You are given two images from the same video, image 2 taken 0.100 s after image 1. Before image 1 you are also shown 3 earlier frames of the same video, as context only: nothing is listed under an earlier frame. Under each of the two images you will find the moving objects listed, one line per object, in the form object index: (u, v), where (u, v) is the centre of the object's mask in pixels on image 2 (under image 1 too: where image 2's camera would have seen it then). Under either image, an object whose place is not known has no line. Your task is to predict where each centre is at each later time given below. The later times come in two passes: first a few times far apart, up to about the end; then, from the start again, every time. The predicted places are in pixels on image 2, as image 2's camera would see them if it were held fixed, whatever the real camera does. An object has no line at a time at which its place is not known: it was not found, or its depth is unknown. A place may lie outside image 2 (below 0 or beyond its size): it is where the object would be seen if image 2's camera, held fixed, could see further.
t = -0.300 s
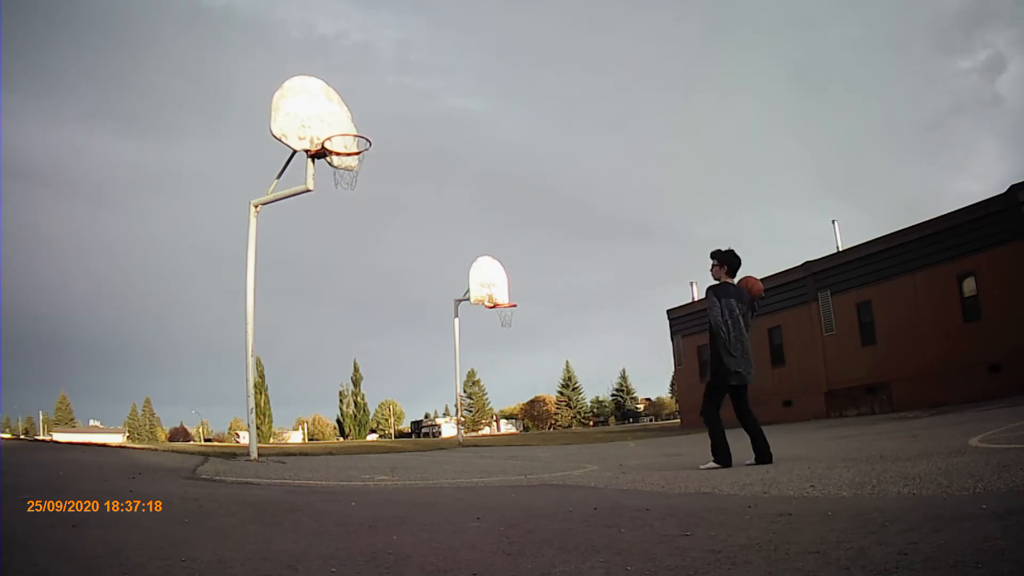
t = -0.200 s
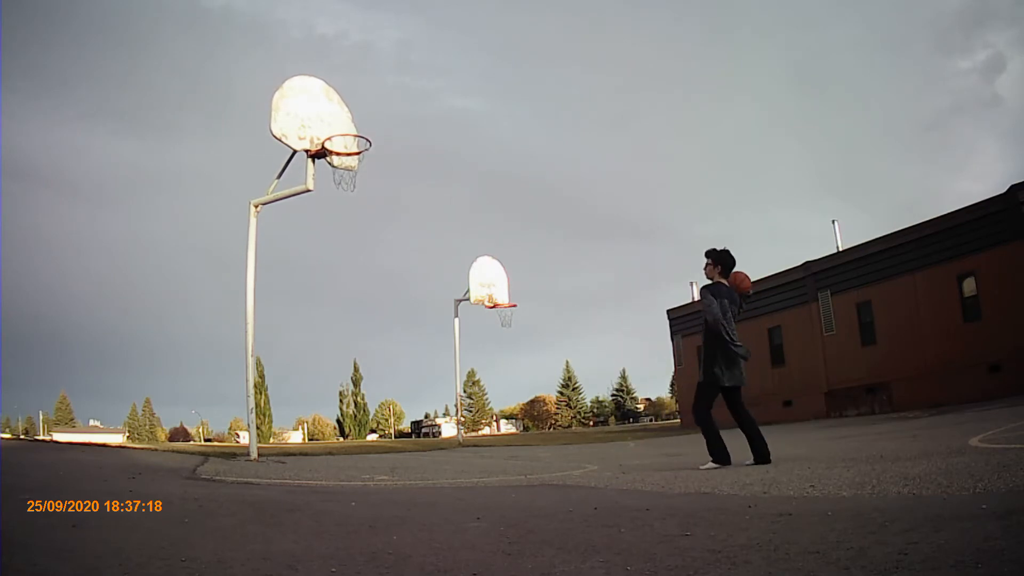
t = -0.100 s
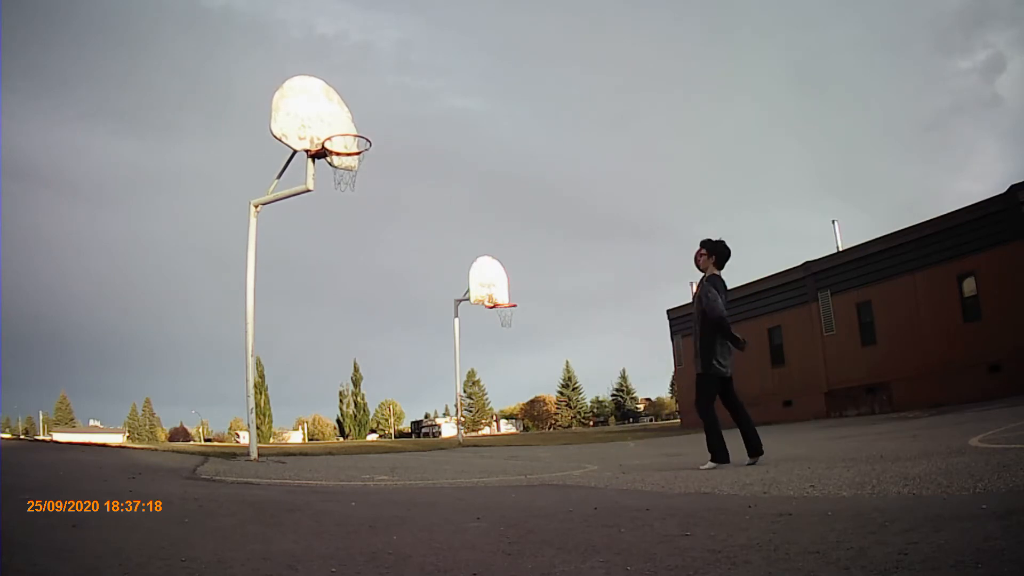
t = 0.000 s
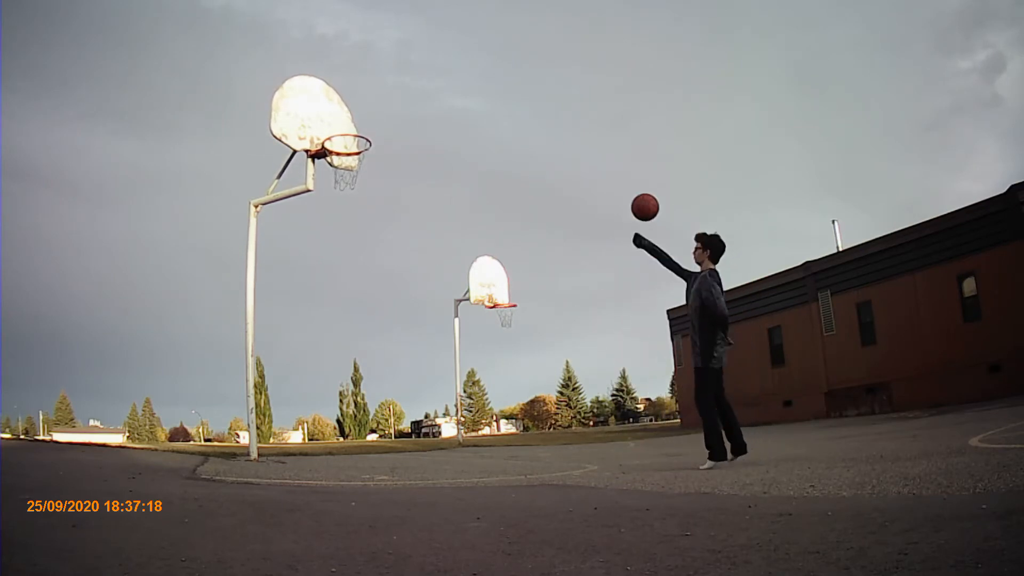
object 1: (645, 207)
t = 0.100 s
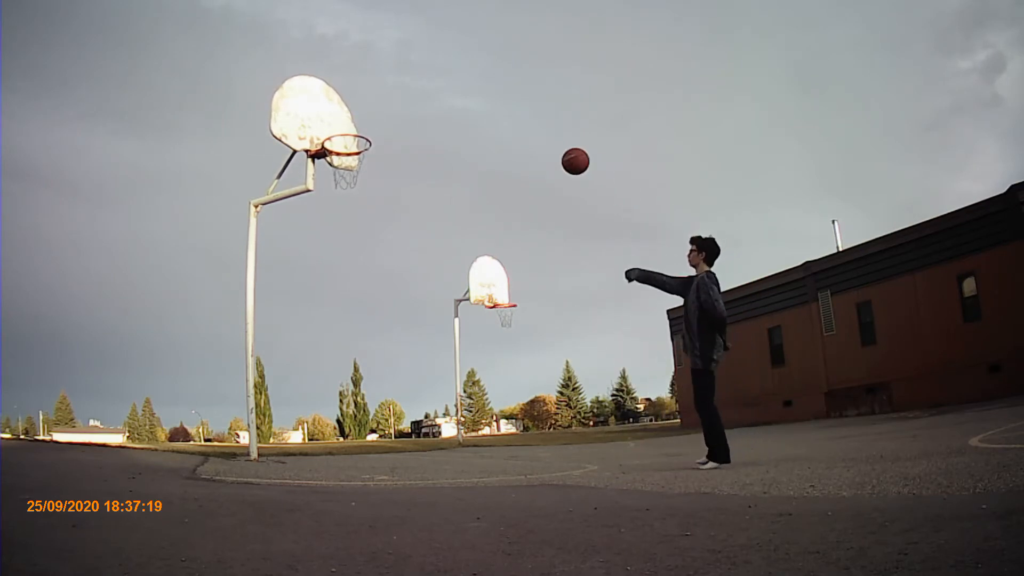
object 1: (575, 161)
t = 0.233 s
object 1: (489, 120)
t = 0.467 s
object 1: (355, 99)
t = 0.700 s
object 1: (319, 108)
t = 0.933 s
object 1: (367, 150)
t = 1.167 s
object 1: (434, 283)
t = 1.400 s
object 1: (524, 408)
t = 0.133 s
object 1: (553, 149)
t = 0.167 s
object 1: (531, 138)
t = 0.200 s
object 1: (510, 128)
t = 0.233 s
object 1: (489, 120)
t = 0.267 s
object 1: (468, 114)
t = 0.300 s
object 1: (448, 108)
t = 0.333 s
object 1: (429, 104)
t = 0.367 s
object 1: (410, 101)
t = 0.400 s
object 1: (391, 99)
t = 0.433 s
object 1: (373, 99)
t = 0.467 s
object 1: (355, 99)
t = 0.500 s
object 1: (338, 100)
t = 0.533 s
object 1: (321, 103)
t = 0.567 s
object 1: (303, 108)
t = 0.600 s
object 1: (301, 108)
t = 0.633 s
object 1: (307, 107)
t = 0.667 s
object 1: (312, 107)
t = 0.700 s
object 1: (319, 108)
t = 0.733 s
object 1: (325, 110)
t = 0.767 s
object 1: (331, 113)
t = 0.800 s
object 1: (338, 118)
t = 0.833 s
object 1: (345, 123)
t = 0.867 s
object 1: (352, 131)
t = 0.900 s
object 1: (359, 140)
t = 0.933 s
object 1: (367, 150)
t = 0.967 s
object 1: (375, 162)
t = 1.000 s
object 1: (383, 177)
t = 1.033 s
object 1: (392, 193)
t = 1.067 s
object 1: (402, 211)
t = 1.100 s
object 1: (412, 233)
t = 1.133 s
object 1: (423, 256)
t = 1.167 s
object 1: (434, 283)
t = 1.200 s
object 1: (447, 313)
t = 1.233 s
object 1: (460, 346)
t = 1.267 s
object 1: (474, 381)
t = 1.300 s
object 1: (490, 420)
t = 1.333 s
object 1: (506, 462)
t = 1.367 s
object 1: (516, 439)
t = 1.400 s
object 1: (524, 408)
